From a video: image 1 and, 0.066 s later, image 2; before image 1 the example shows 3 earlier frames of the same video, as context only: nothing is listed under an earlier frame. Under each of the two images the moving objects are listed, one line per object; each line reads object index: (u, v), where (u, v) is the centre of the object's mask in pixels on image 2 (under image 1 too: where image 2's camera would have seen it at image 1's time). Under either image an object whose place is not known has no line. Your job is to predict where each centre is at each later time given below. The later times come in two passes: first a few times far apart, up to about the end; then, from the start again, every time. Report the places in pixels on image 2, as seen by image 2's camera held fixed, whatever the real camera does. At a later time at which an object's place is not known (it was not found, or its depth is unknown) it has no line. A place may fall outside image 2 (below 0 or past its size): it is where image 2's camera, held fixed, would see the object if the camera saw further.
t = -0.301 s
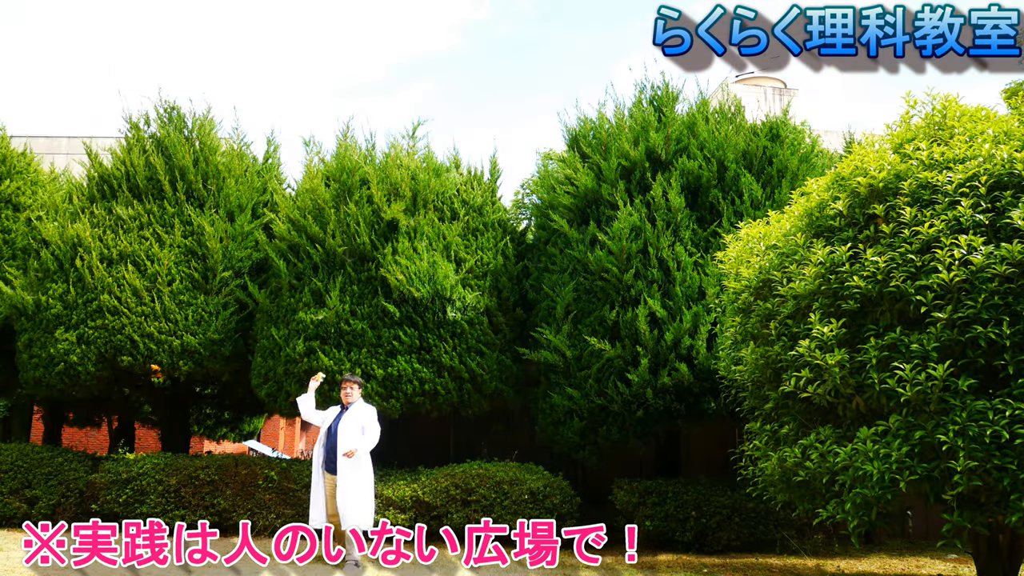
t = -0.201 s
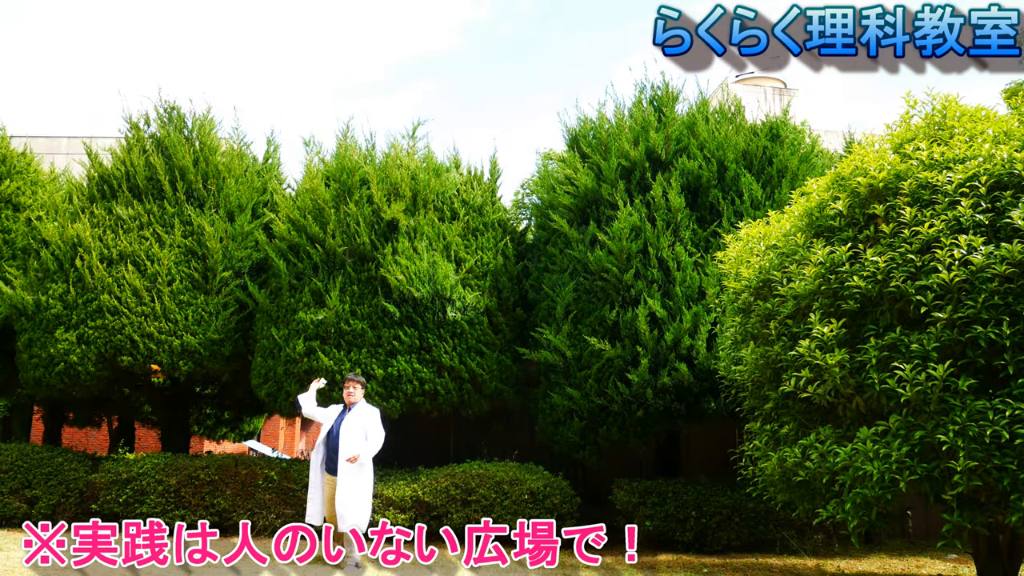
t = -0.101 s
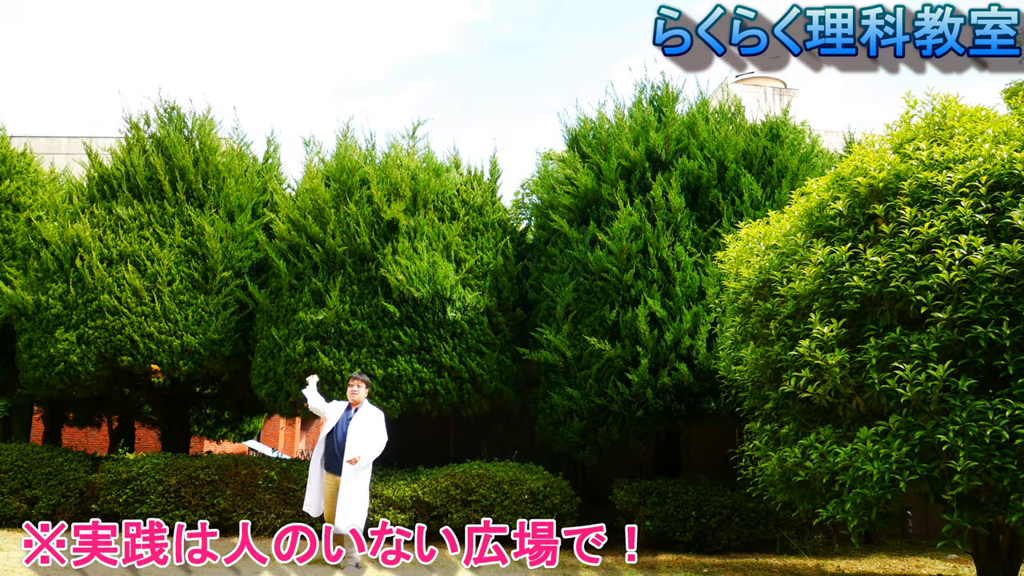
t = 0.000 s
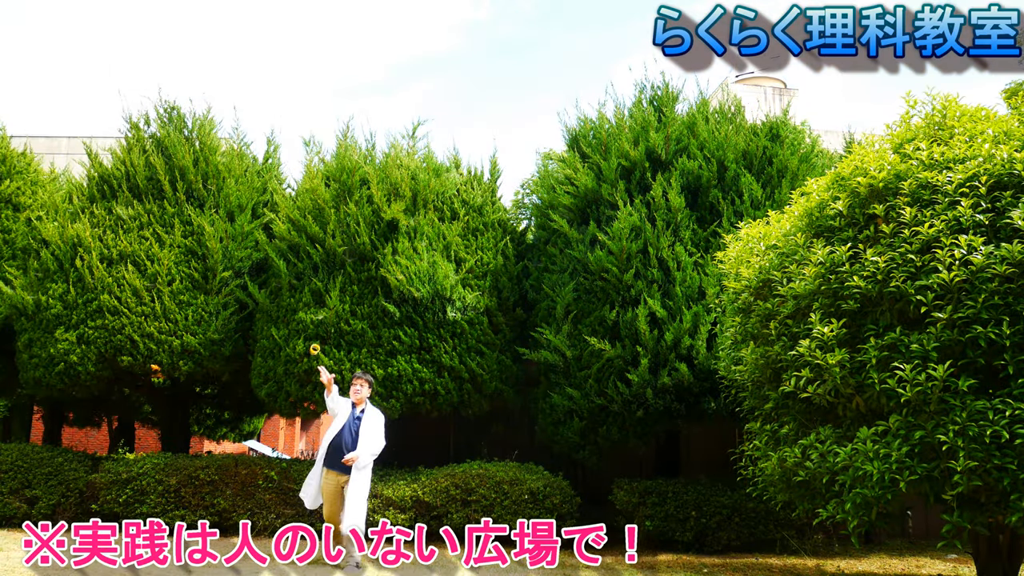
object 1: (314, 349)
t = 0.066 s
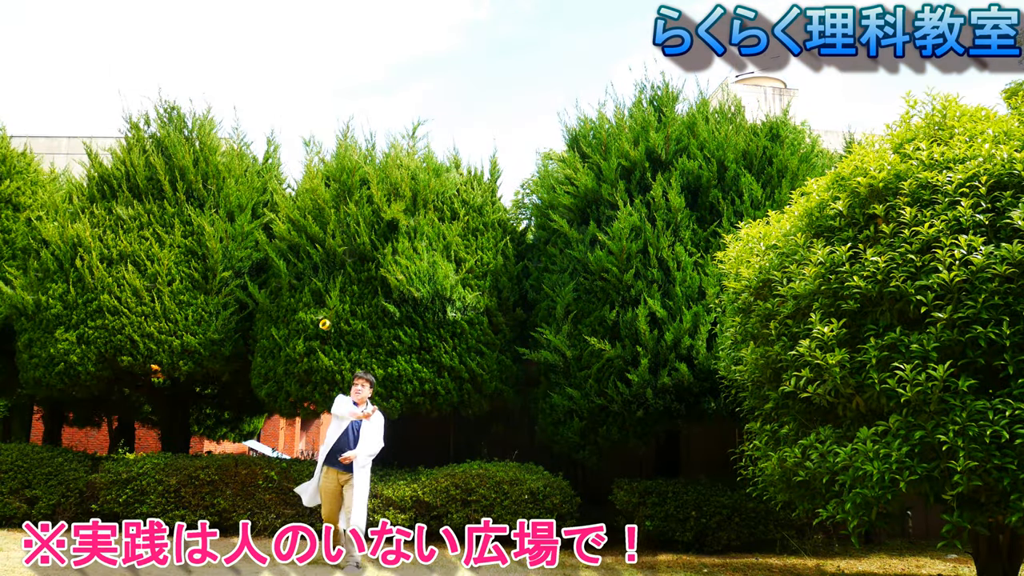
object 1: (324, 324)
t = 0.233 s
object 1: (345, 264)
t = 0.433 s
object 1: (387, 195)
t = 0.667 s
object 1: (482, 143)
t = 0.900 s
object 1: (683, 200)
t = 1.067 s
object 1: (1005, 436)
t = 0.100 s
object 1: (327, 313)
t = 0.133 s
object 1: (331, 302)
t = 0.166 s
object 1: (337, 289)
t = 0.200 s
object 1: (341, 276)
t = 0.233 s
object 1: (345, 264)
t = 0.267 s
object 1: (350, 253)
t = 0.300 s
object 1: (358, 241)
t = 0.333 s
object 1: (364, 229)
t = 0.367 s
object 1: (369, 218)
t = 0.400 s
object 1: (379, 206)
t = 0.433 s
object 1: (387, 195)
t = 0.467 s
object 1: (396, 184)
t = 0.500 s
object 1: (406, 175)
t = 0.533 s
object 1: (418, 168)
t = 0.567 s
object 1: (432, 160)
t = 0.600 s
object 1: (447, 153)
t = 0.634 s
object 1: (463, 147)
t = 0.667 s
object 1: (482, 143)
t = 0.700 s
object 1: (502, 142)
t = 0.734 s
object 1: (524, 143)
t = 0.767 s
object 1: (550, 147)
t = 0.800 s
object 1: (575, 155)
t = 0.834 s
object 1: (607, 166)
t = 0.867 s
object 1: (642, 180)
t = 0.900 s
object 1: (683, 200)
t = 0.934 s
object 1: (730, 227)
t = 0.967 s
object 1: (786, 264)
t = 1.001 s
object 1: (848, 308)
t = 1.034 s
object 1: (921, 364)
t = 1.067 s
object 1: (1005, 436)
